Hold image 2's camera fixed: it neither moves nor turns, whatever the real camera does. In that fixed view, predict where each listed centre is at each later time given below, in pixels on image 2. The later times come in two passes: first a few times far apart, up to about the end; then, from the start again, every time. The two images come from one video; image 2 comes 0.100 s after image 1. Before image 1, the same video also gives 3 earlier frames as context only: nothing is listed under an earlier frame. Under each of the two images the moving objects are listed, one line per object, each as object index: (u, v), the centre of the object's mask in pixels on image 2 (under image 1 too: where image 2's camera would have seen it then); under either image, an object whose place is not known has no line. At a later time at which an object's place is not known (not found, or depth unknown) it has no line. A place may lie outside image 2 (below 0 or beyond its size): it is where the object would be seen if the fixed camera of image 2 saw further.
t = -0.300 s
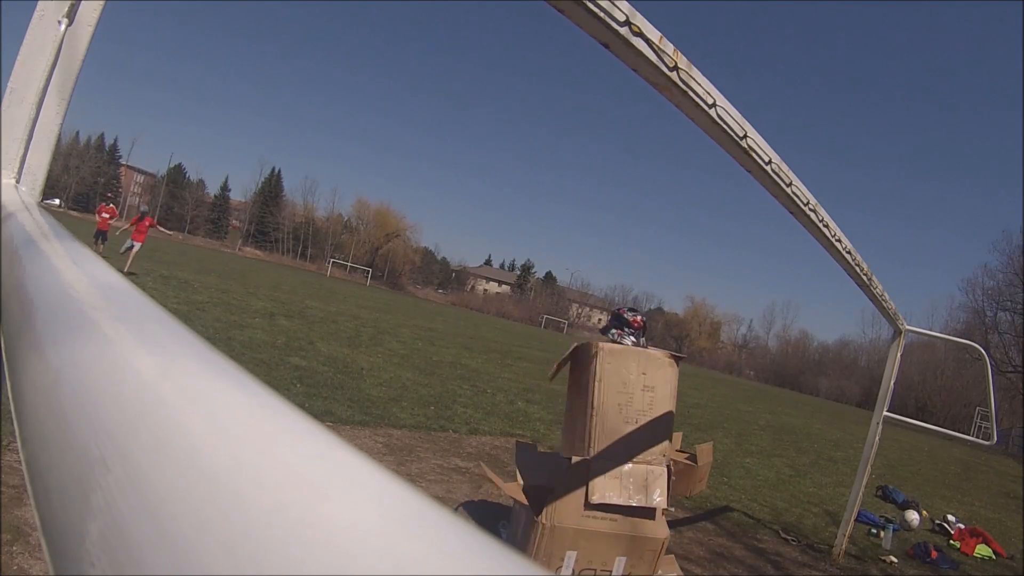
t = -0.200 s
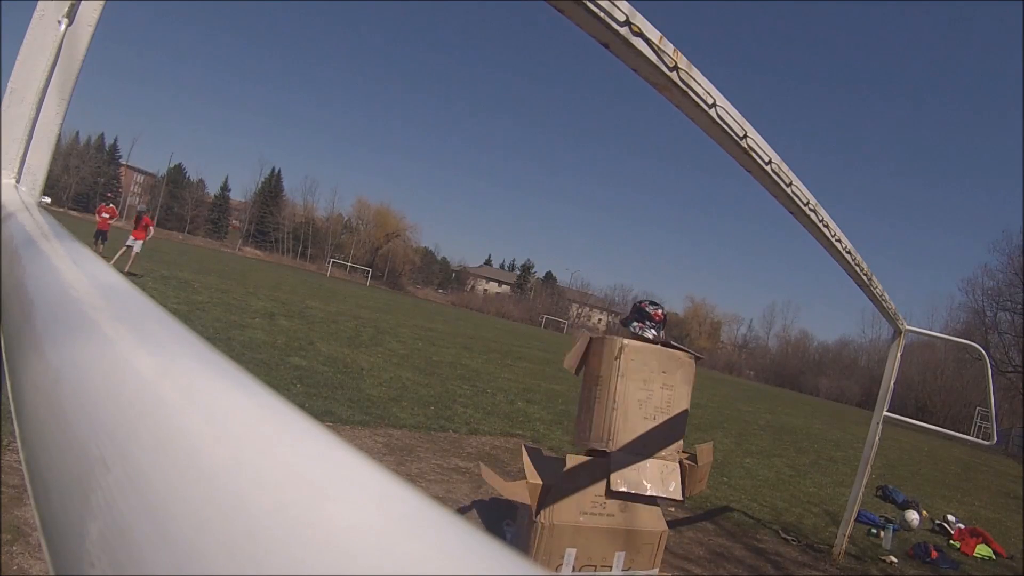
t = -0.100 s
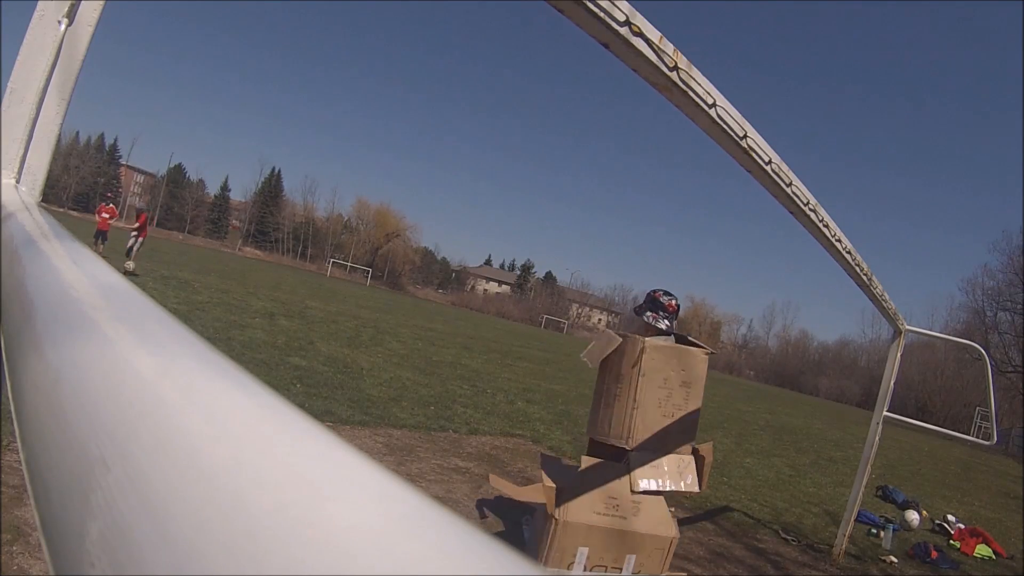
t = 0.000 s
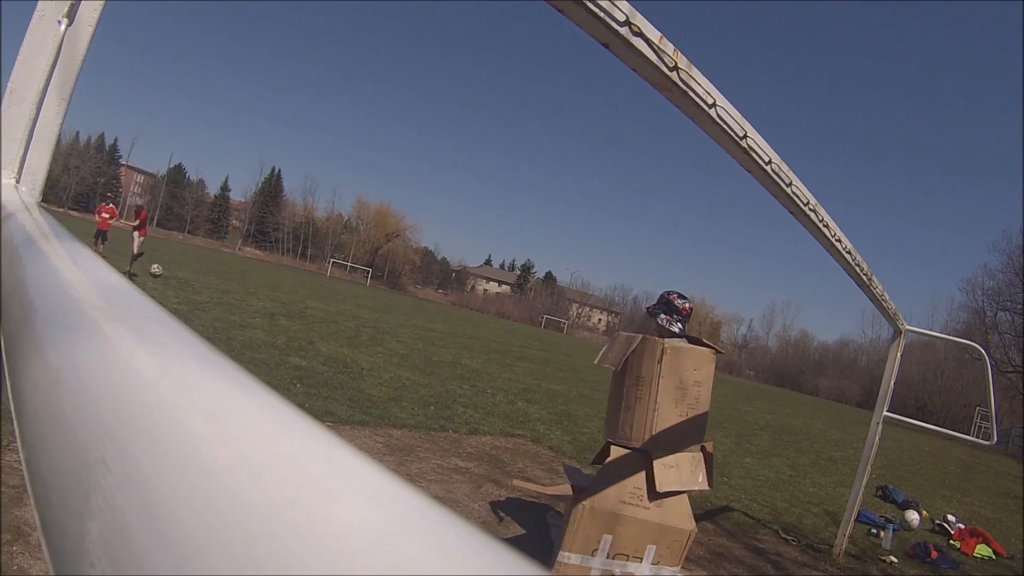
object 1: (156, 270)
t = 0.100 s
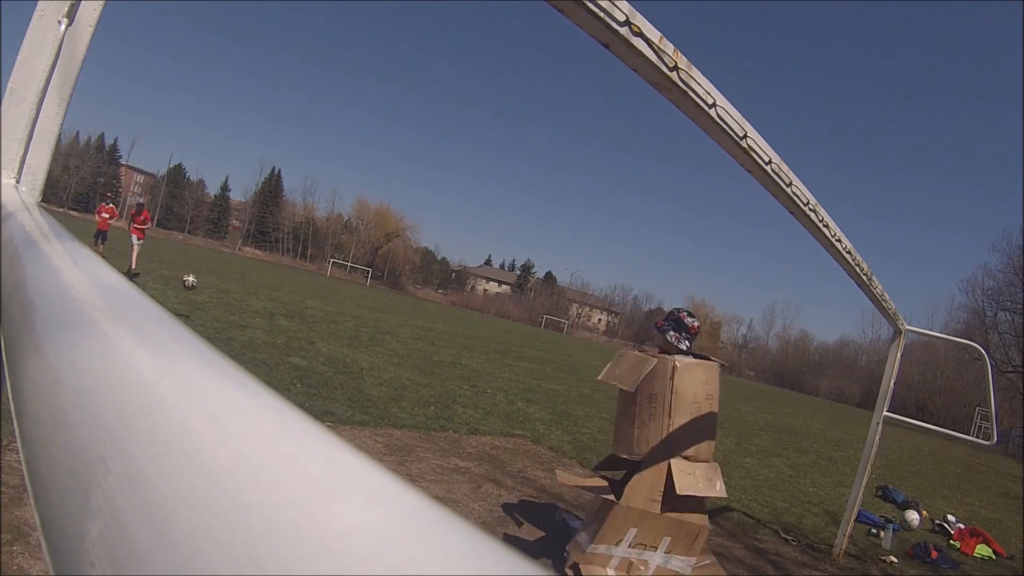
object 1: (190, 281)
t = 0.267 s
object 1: (276, 327)
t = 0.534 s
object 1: (576, 483)
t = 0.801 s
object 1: (747, 563)
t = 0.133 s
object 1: (203, 287)
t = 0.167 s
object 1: (219, 294)
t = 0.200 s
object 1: (236, 303)
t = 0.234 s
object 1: (255, 313)
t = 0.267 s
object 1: (276, 327)
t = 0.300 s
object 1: (300, 342)
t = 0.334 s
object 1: (327, 362)
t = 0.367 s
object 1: (359, 385)
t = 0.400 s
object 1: (393, 413)
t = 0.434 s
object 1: (435, 443)
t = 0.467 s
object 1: (477, 456)
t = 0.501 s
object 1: (523, 469)
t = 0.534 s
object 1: (576, 483)
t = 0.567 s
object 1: (630, 501)
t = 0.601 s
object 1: (664, 511)
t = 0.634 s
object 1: (682, 517)
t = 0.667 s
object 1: (694, 522)
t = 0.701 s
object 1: (708, 529)
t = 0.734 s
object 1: (722, 540)
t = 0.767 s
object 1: (734, 552)
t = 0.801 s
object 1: (747, 563)
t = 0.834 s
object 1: (762, 572)
